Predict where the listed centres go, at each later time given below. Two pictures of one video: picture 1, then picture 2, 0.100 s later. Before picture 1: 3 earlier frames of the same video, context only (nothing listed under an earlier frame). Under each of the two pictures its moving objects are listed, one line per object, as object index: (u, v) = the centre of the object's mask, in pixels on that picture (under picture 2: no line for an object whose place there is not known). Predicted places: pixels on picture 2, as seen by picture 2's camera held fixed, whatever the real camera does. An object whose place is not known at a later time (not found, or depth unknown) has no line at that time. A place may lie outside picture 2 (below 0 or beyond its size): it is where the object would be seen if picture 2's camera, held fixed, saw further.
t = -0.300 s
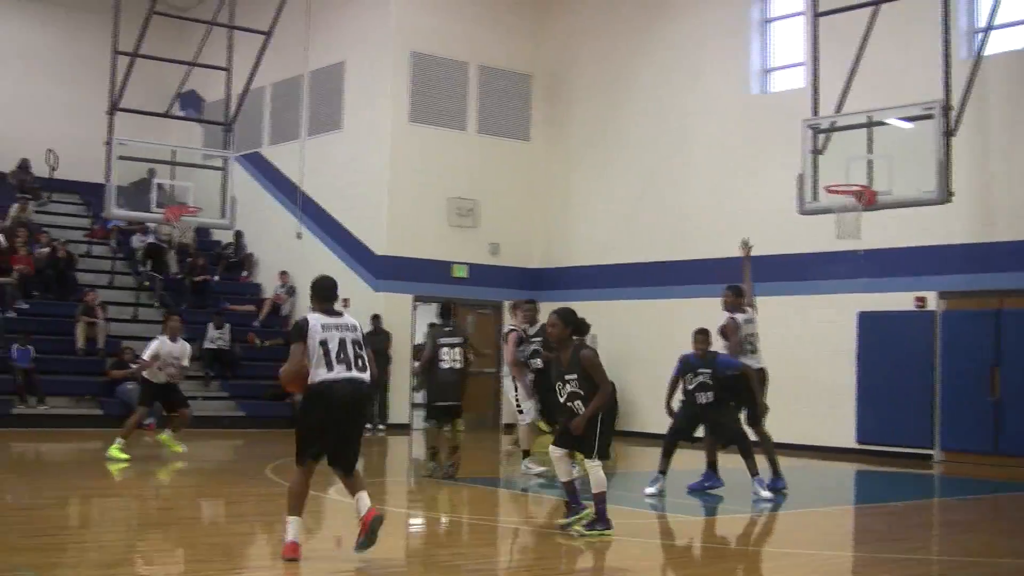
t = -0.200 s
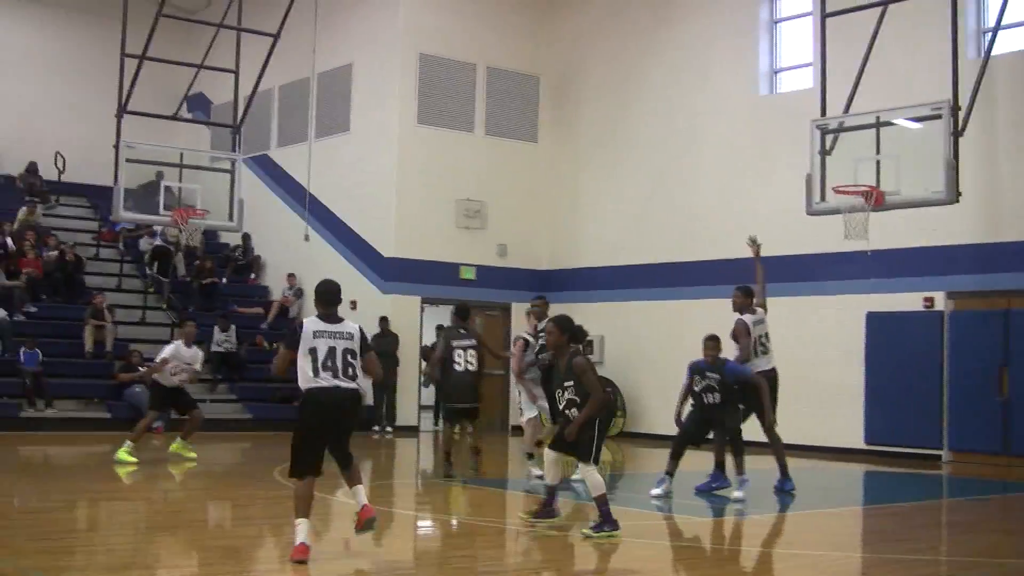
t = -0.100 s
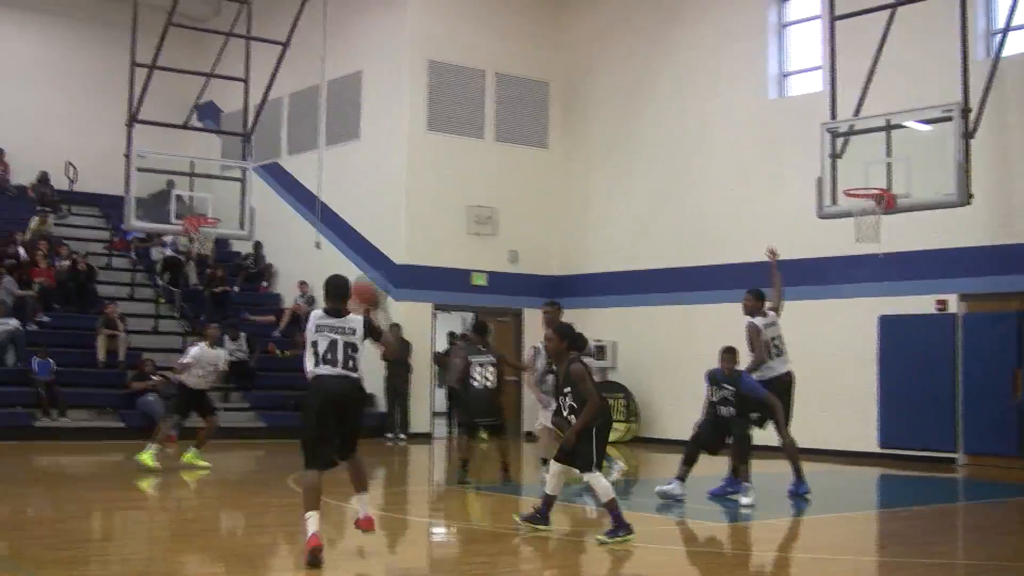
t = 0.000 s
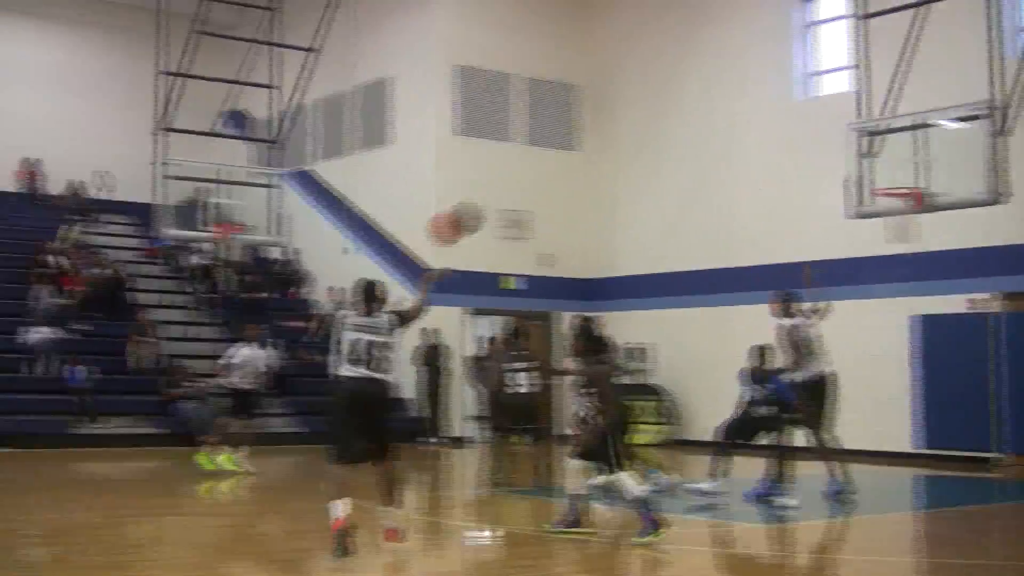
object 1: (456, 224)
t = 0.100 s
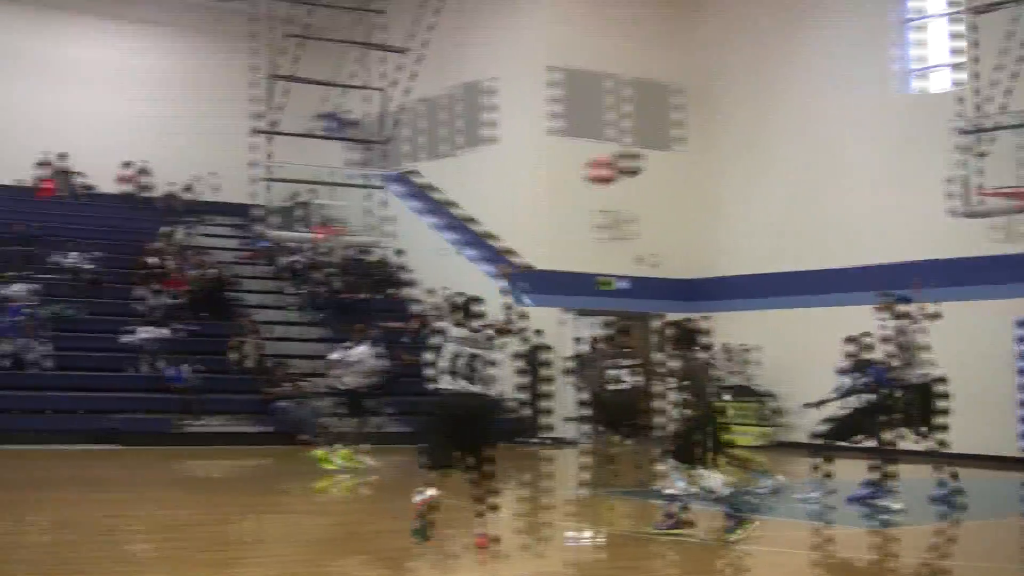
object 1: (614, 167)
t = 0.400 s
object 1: (760, 100)
